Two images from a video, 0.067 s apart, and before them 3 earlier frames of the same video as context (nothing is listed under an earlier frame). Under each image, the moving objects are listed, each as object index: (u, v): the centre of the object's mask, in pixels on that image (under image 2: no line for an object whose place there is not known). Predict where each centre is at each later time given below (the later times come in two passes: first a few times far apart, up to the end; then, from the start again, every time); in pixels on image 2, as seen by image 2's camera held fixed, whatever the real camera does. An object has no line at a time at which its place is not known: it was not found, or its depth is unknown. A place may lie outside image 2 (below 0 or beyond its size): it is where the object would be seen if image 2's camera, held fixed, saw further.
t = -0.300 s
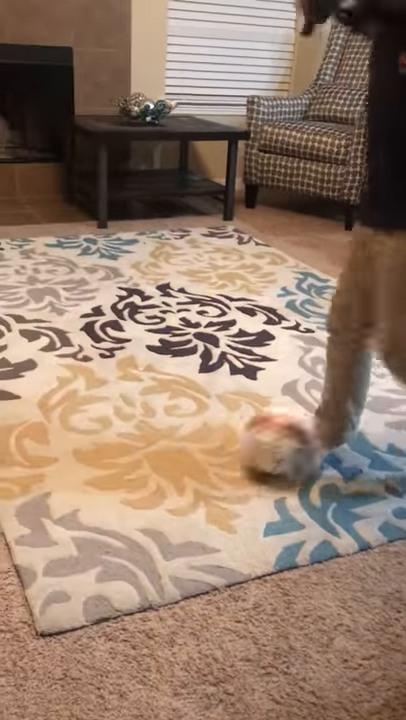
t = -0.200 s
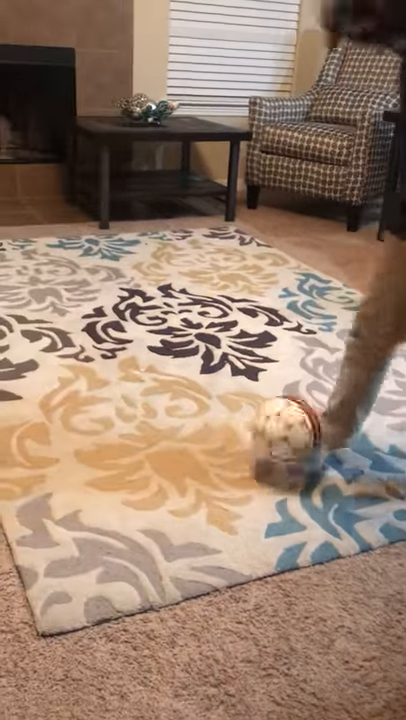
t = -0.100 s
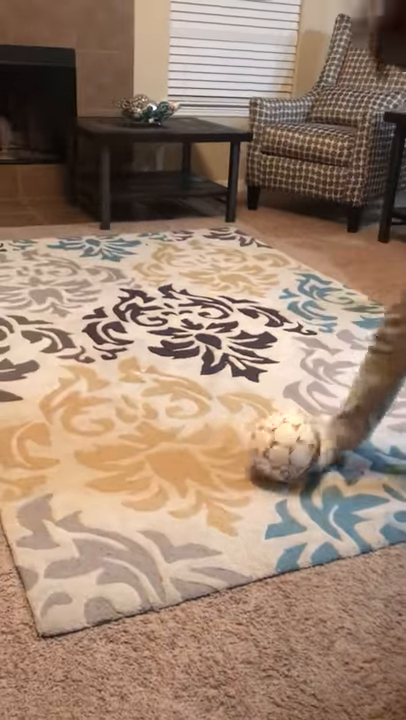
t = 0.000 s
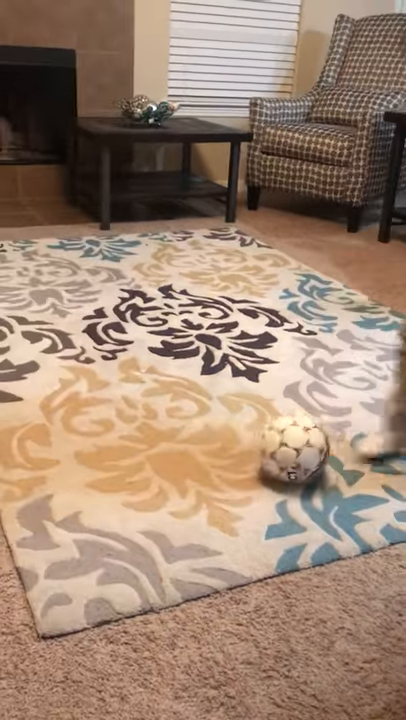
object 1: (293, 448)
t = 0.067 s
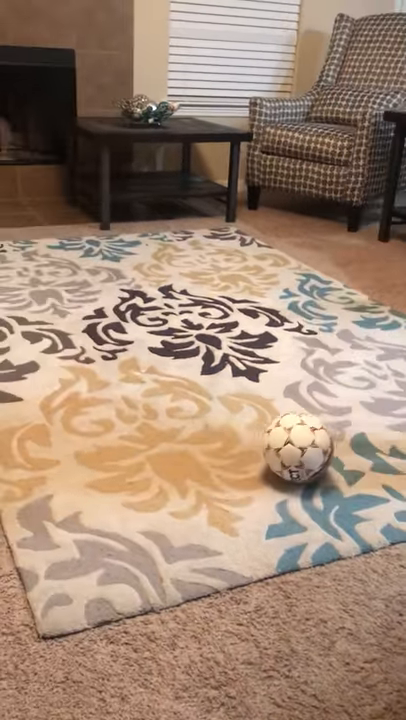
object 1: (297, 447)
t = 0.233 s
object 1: (304, 445)
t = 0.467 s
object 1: (307, 441)
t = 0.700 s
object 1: (312, 439)
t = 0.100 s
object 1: (299, 447)
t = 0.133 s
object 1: (301, 446)
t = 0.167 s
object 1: (302, 446)
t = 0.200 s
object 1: (303, 445)
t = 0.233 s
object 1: (304, 445)
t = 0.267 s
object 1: (305, 444)
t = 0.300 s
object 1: (305, 444)
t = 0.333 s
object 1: (305, 443)
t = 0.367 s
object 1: (306, 443)
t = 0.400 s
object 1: (306, 443)
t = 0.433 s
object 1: (307, 442)
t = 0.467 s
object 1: (307, 441)
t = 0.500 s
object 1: (308, 440)
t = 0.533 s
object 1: (308, 440)
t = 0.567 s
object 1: (310, 439)
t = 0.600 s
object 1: (310, 439)
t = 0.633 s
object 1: (311, 438)
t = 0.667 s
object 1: (311, 439)
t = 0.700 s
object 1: (312, 439)
